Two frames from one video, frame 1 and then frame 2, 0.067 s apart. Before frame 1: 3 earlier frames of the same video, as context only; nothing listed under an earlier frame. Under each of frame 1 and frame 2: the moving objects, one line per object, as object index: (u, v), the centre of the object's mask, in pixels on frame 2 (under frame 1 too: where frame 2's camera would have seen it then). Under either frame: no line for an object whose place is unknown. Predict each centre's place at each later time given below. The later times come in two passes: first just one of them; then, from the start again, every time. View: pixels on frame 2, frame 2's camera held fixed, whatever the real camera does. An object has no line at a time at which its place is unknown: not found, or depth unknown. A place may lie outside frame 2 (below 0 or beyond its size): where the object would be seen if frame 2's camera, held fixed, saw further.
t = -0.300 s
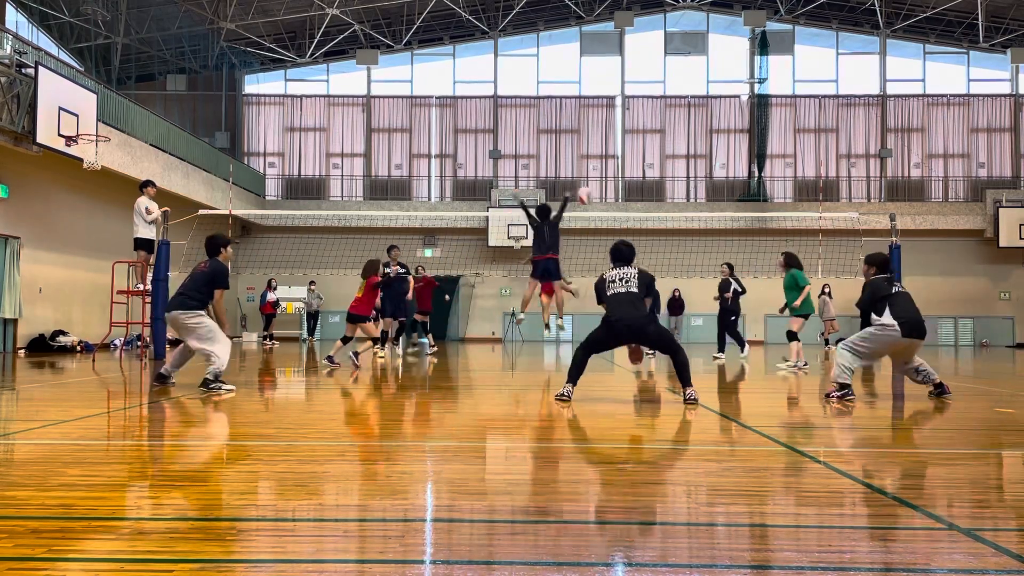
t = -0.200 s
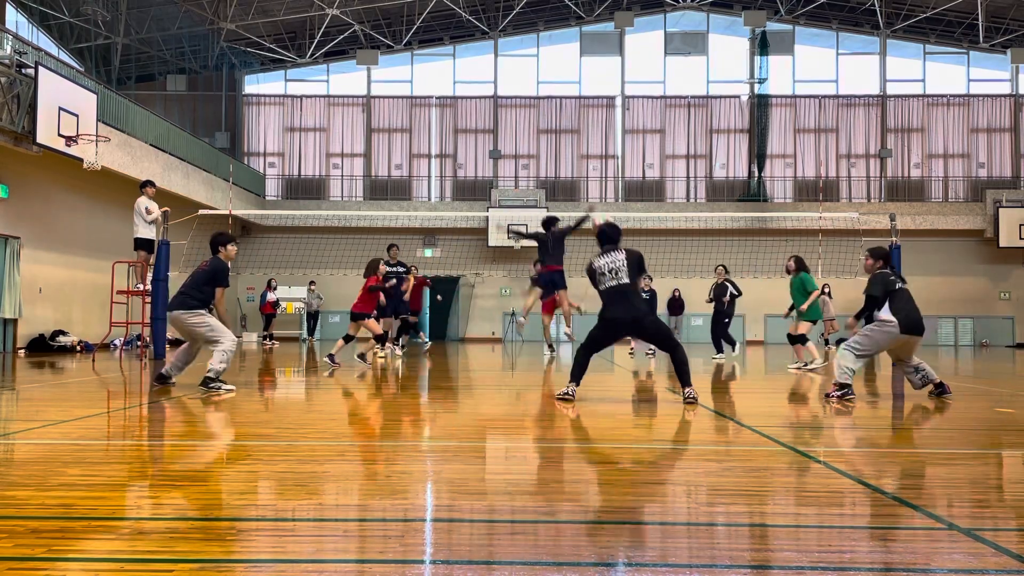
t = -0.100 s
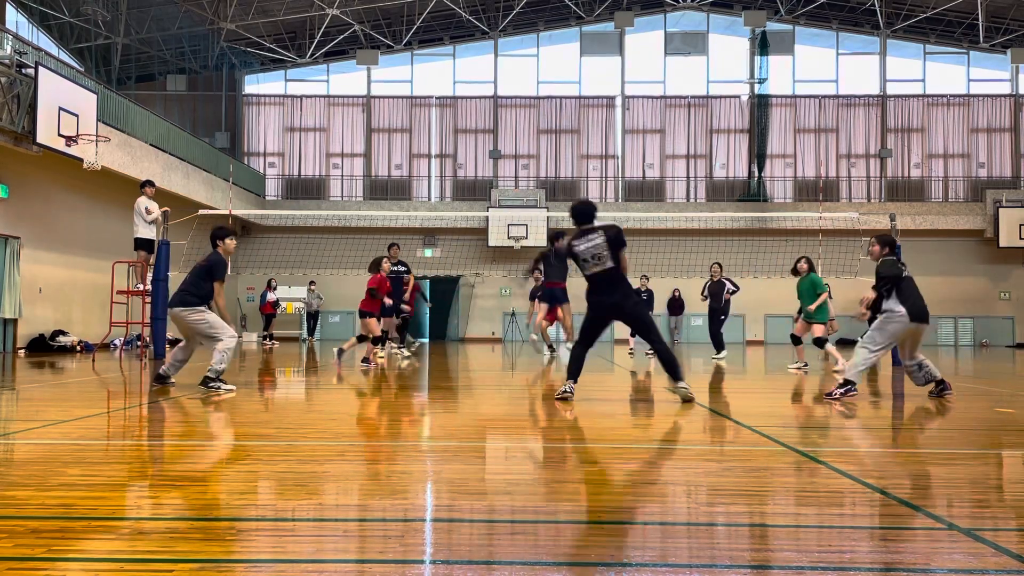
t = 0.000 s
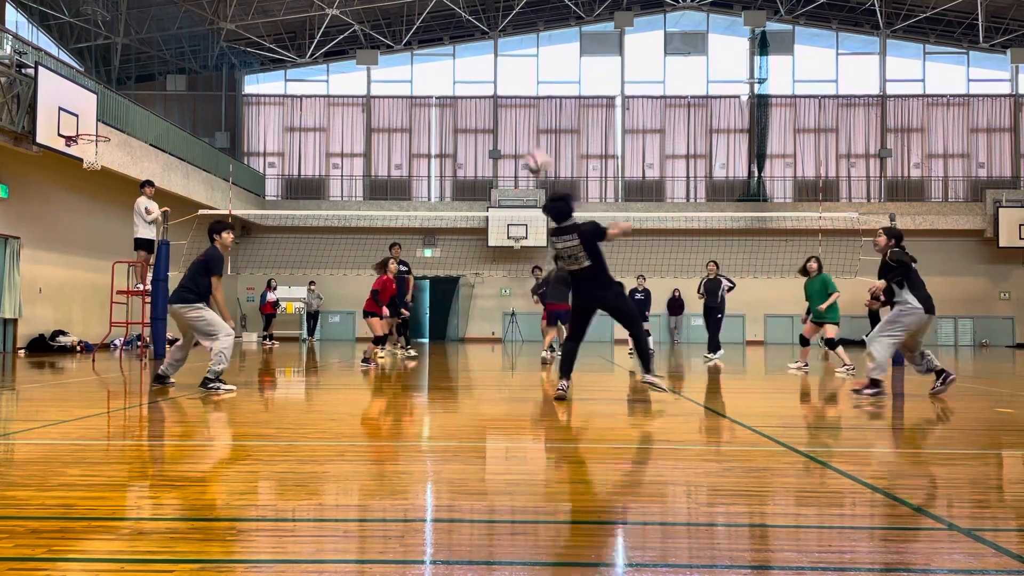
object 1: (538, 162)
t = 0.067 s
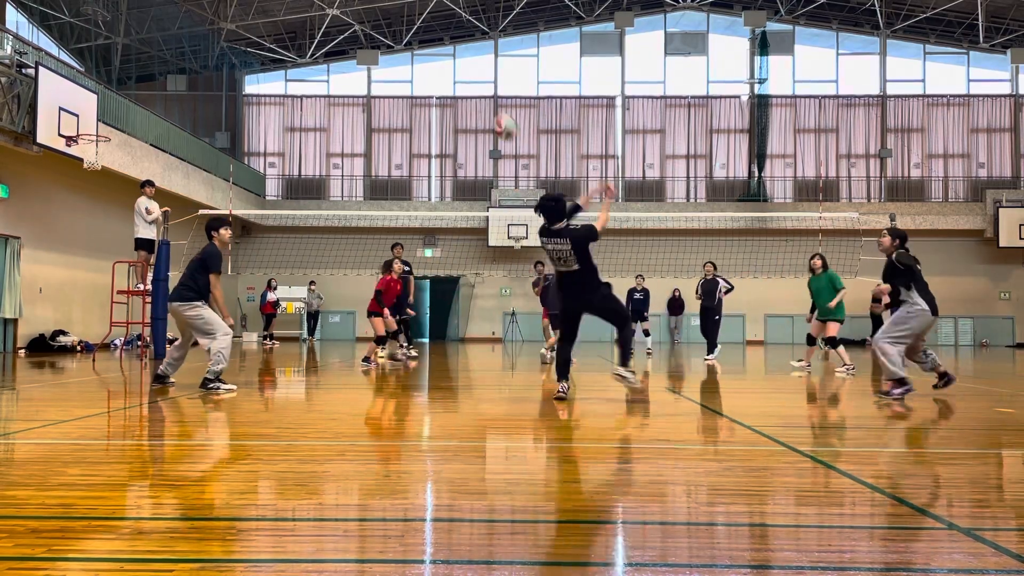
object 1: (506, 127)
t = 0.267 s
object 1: (412, 58)
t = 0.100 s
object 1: (491, 113)
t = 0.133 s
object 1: (473, 101)
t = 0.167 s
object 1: (458, 86)
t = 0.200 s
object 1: (443, 76)
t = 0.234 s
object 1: (428, 65)
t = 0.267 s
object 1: (412, 58)
